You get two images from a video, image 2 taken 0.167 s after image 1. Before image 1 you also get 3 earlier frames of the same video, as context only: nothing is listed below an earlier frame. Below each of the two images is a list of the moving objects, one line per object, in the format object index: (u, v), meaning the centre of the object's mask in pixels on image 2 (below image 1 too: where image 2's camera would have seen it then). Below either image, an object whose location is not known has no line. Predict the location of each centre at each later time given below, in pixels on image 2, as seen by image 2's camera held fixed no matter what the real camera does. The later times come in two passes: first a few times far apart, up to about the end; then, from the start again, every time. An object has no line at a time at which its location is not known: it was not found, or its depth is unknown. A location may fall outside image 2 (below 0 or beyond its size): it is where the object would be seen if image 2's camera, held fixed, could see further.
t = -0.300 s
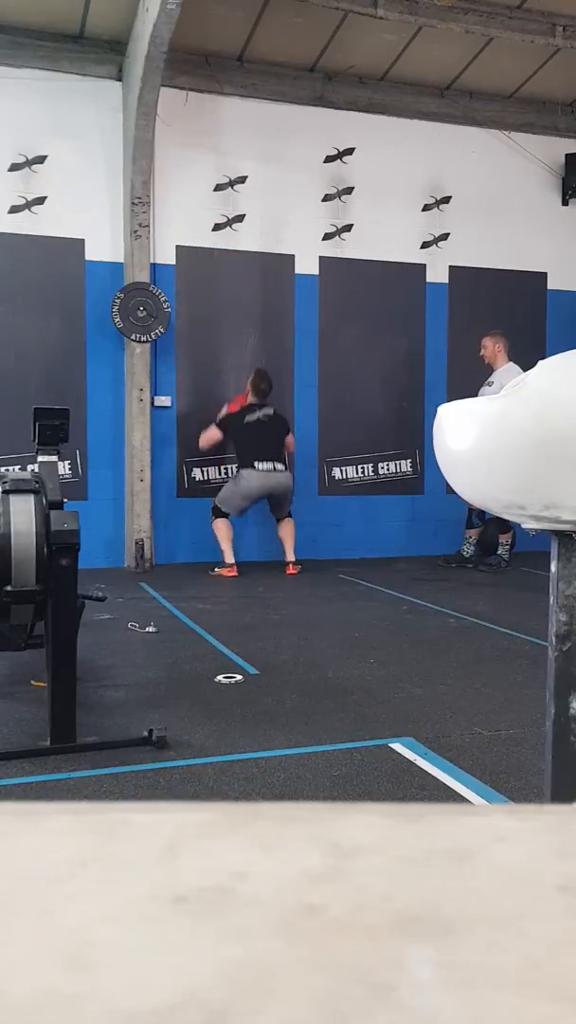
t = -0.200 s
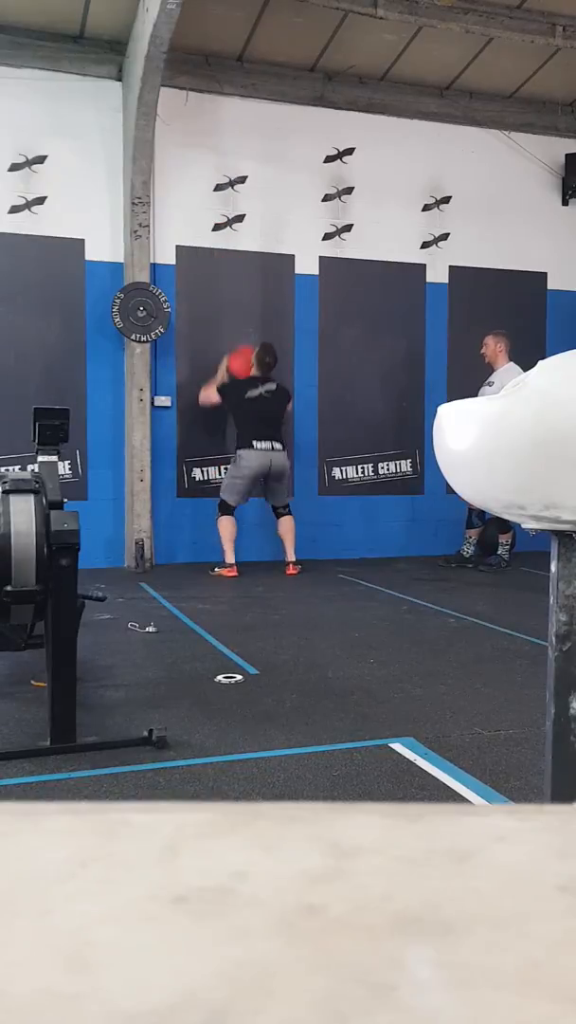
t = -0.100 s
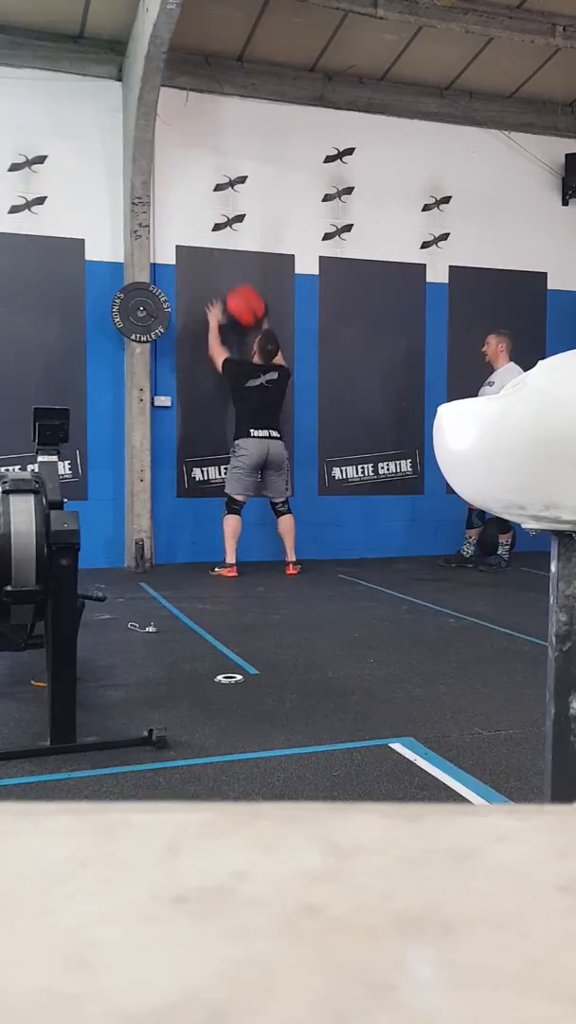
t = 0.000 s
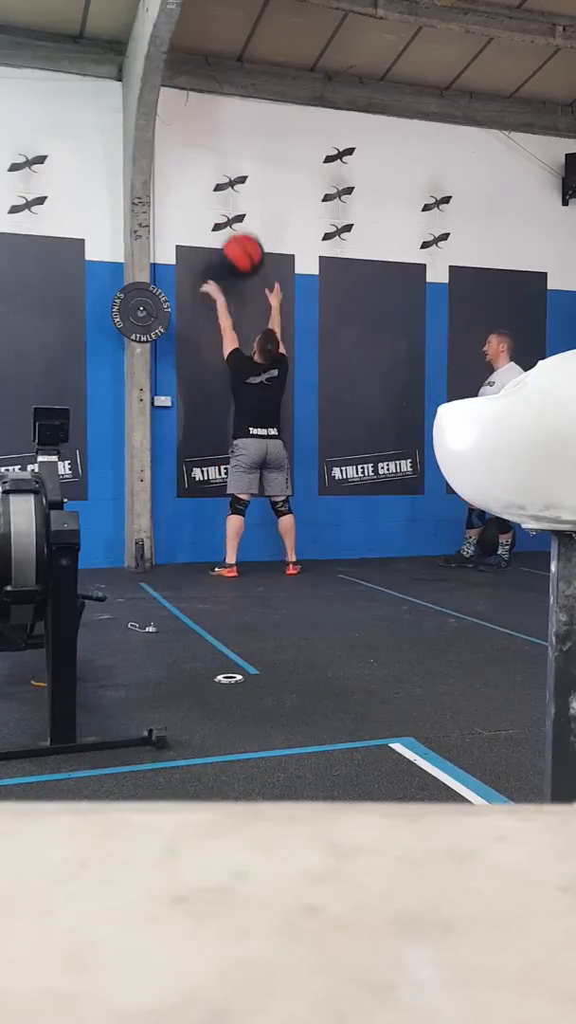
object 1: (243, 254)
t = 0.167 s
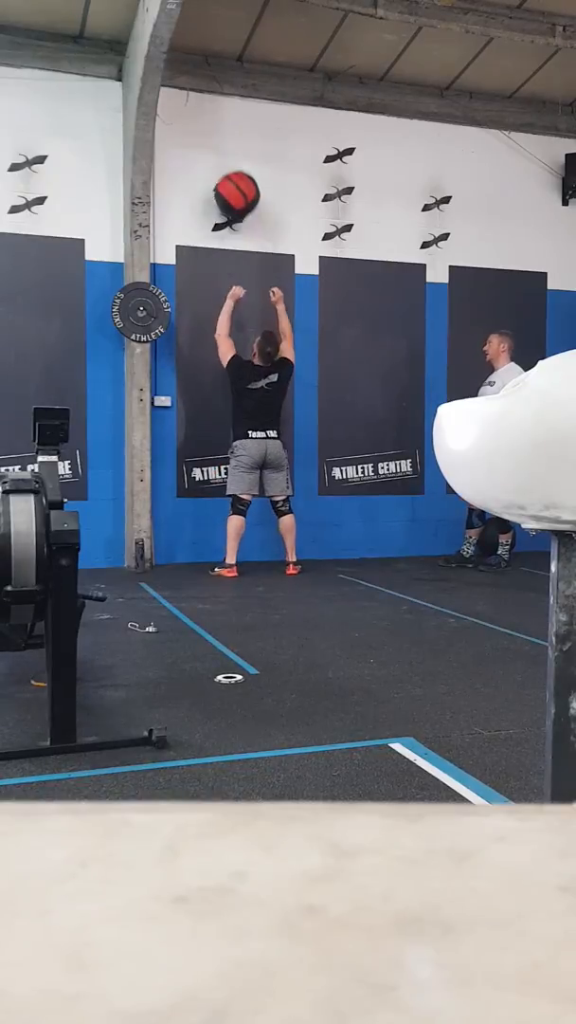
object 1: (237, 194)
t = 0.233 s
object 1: (235, 180)
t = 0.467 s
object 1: (232, 173)
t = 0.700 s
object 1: (234, 229)
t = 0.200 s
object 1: (236, 186)
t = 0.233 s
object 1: (235, 180)
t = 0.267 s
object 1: (234, 175)
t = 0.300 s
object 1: (233, 172)
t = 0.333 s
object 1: (232, 170)
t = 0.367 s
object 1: (231, 170)
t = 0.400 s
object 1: (231, 170)
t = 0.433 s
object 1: (231, 171)
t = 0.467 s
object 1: (232, 173)
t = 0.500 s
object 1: (232, 176)
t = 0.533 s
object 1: (232, 182)
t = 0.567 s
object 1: (233, 188)
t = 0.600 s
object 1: (233, 196)
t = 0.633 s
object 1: (233, 206)
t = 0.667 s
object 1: (233, 216)
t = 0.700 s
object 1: (234, 229)
